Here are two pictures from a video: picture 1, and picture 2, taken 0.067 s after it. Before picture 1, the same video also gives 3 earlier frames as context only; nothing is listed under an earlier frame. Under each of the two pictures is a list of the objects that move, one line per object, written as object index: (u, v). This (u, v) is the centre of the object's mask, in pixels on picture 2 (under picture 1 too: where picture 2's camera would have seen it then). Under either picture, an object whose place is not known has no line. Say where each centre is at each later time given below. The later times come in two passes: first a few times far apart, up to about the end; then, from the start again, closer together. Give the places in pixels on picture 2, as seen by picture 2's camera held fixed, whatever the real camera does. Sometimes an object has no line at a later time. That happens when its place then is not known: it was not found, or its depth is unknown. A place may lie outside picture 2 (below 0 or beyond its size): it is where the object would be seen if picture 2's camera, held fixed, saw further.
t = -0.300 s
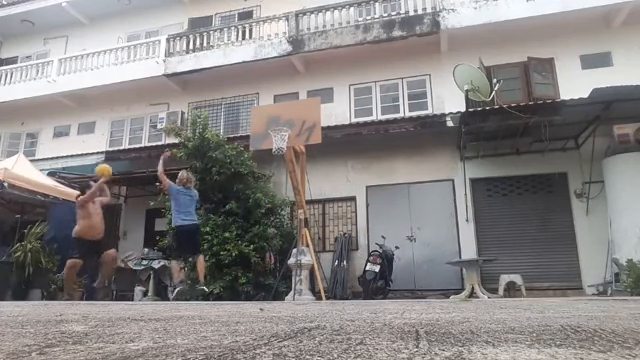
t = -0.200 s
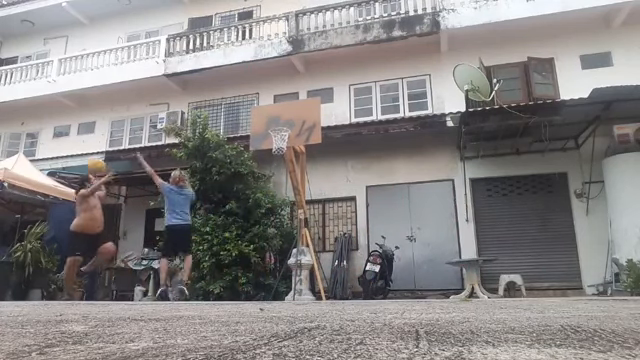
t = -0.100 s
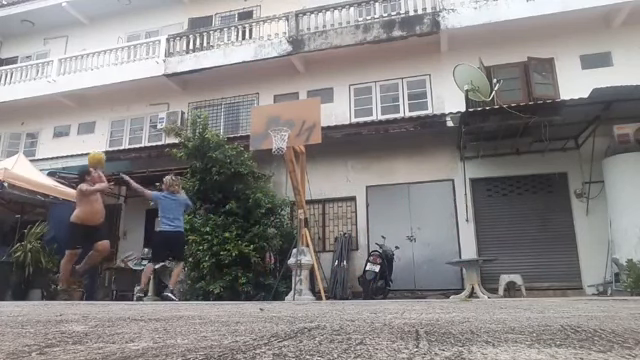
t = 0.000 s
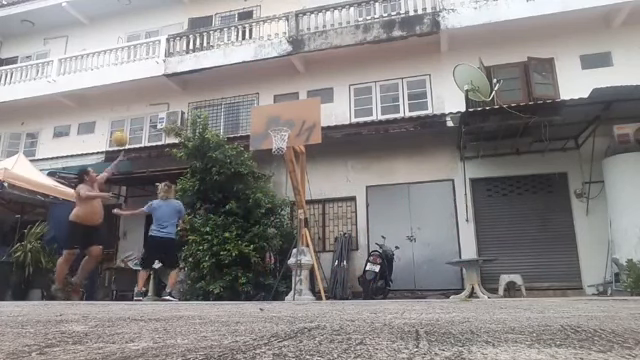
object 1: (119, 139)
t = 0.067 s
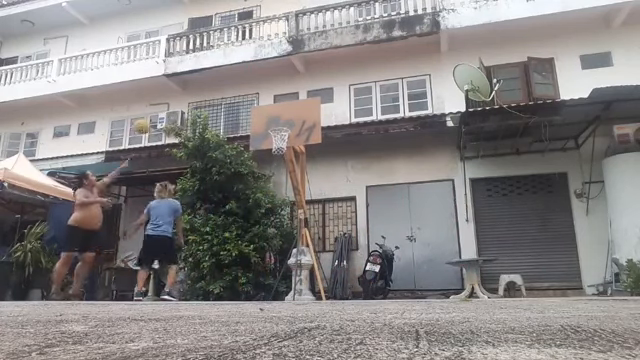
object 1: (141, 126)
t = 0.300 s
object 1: (210, 103)
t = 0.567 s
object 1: (278, 115)
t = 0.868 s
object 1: (299, 121)
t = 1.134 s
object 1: (318, 159)
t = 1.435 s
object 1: (347, 284)
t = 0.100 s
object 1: (152, 121)
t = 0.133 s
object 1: (163, 116)
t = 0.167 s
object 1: (174, 112)
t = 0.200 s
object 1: (183, 109)
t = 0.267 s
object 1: (201, 105)
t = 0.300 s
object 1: (210, 103)
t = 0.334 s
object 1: (218, 103)
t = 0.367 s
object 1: (228, 103)
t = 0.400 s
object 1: (237, 104)
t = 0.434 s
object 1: (245, 106)
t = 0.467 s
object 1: (253, 108)
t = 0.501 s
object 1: (262, 111)
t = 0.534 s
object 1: (271, 113)
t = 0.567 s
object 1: (278, 115)
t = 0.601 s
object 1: (280, 115)
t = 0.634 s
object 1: (284, 117)
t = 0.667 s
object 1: (285, 119)
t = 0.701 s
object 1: (288, 121)
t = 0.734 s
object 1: (289, 121)
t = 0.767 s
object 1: (291, 120)
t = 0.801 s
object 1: (294, 120)
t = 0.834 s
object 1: (296, 120)
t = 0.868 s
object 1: (299, 121)
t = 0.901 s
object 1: (300, 123)
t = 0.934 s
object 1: (303, 126)
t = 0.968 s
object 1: (305, 129)
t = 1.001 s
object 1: (308, 133)
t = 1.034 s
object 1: (312, 138)
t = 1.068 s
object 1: (313, 144)
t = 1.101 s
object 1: (315, 151)
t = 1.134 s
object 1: (318, 159)
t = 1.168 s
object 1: (320, 168)
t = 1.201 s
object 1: (324, 179)
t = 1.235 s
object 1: (327, 189)
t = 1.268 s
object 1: (329, 202)
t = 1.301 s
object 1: (332, 215)
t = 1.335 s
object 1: (336, 230)
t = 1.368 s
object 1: (340, 247)
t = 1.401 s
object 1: (343, 264)
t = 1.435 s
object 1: (347, 284)
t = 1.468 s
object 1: (348, 283)
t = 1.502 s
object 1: (351, 265)
